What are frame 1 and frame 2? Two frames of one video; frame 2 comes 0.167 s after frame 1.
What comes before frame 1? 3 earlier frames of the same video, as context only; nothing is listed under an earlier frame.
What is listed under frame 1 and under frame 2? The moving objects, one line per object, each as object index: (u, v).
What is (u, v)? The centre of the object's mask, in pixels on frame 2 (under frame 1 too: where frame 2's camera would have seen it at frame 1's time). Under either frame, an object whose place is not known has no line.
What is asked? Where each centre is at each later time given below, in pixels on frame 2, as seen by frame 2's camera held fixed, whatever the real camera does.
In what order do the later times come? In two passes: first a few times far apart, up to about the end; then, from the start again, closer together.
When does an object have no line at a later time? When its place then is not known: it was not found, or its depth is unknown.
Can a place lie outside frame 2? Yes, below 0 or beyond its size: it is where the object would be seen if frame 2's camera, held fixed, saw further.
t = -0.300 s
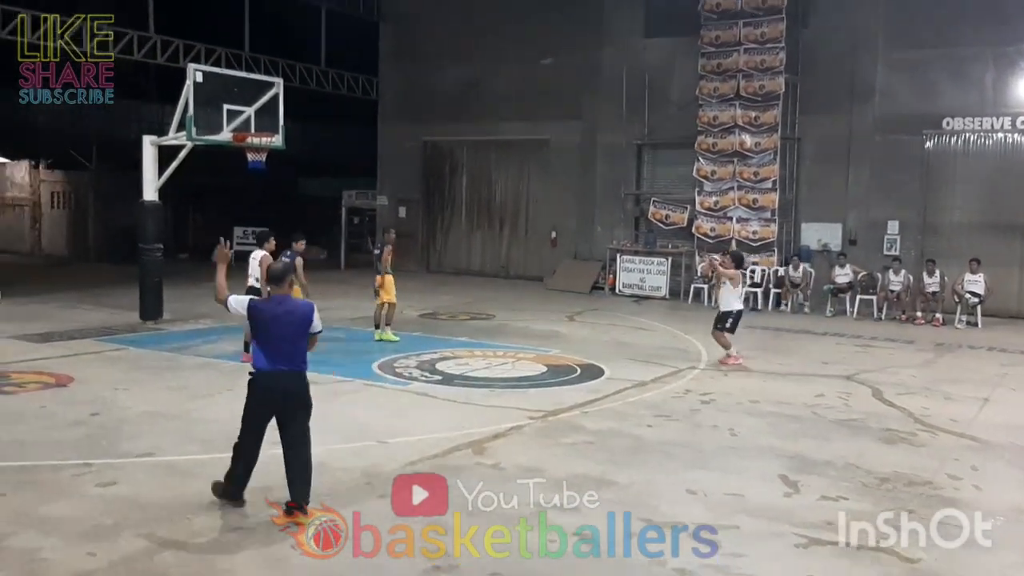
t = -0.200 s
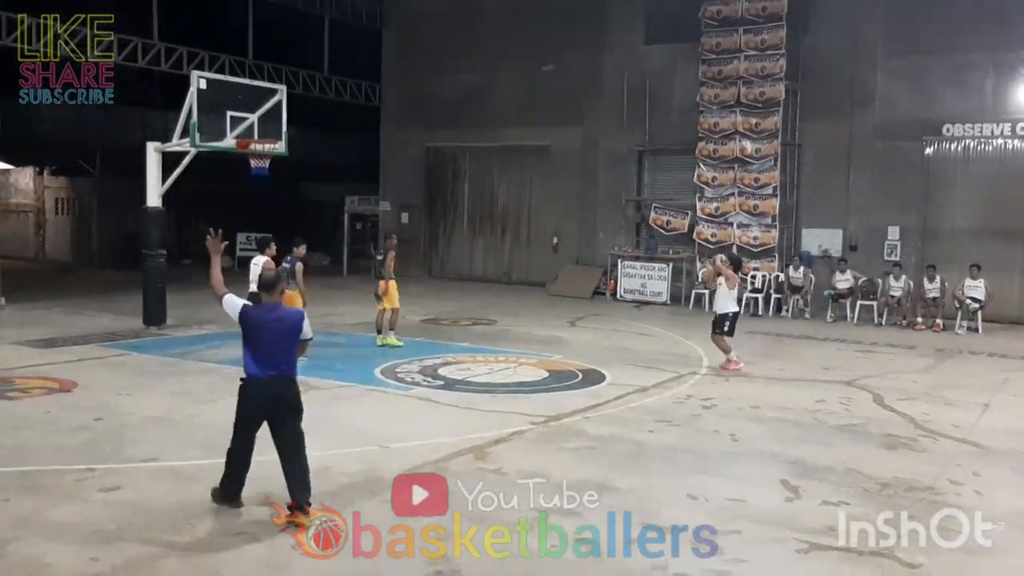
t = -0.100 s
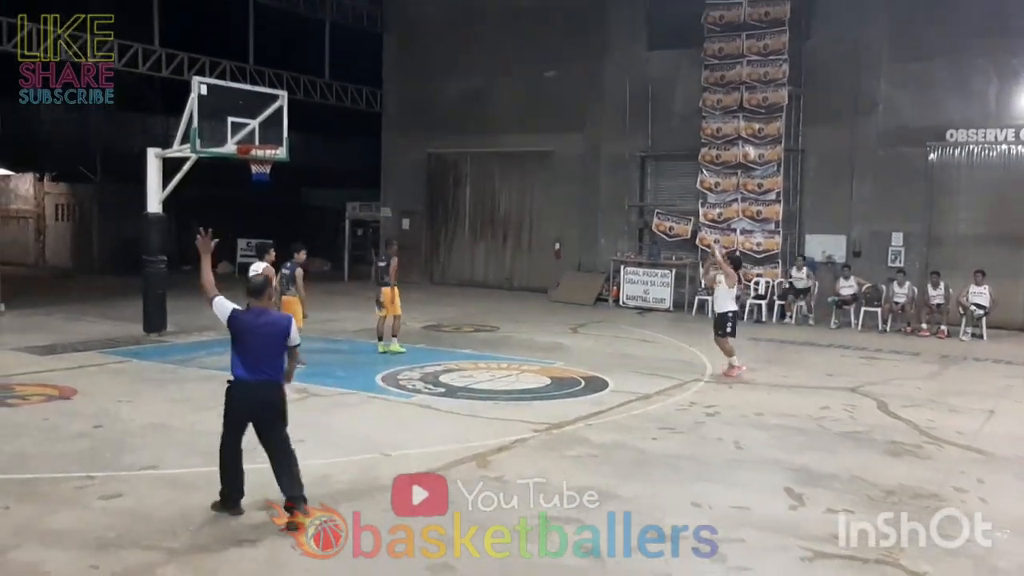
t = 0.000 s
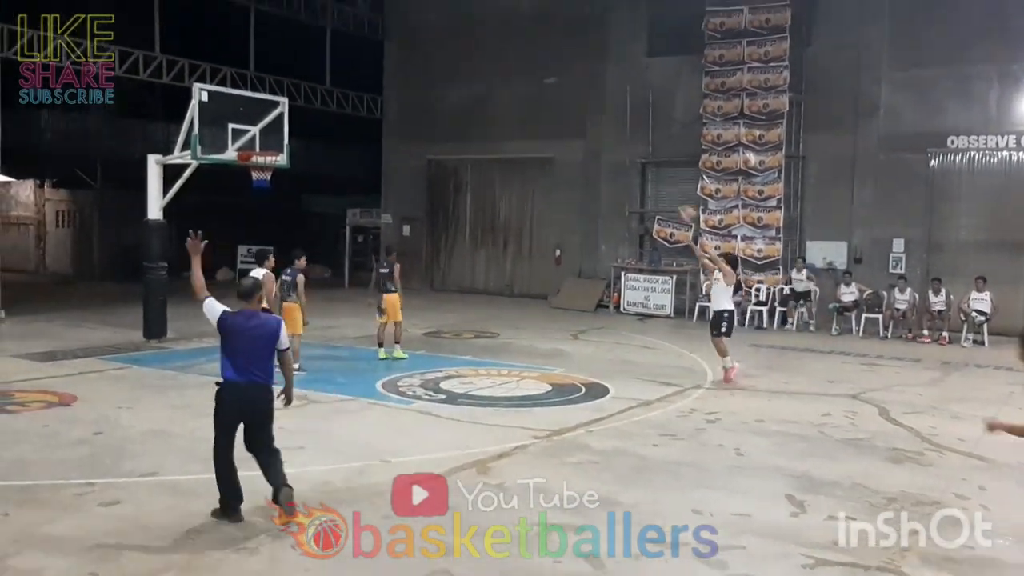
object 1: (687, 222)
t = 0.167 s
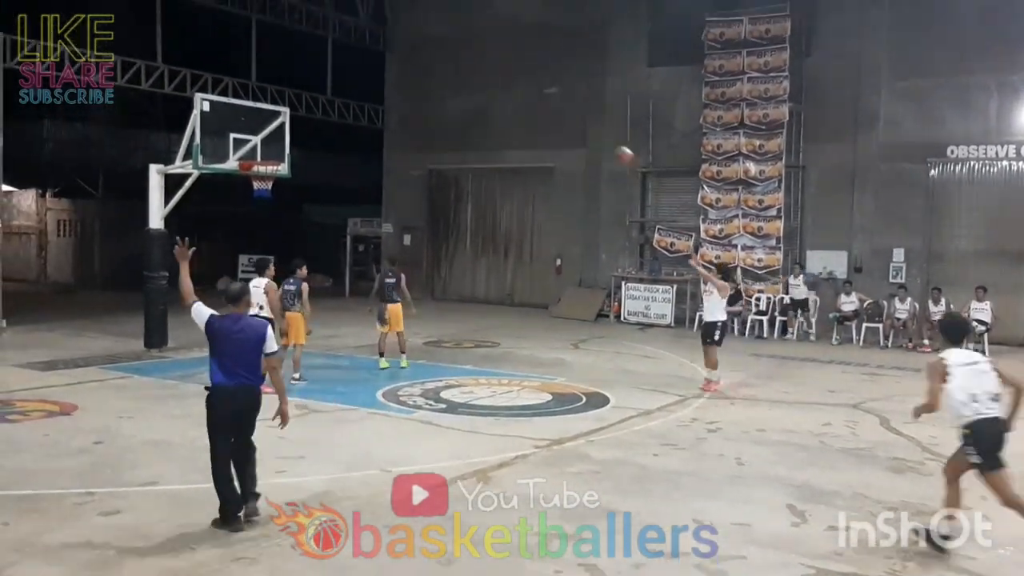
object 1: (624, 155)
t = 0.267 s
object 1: (586, 124)
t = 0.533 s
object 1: (490, 76)
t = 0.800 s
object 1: (397, 76)
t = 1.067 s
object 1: (307, 123)
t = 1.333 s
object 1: (258, 151)
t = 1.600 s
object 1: (273, 148)
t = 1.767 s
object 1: (283, 173)
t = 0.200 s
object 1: (612, 143)
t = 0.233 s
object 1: (599, 134)
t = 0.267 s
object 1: (586, 124)
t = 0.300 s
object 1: (574, 116)
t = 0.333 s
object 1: (562, 107)
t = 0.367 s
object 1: (550, 99)
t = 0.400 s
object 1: (539, 93)
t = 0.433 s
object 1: (527, 87)
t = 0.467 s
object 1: (516, 83)
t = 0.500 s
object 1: (503, 80)
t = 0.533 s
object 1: (490, 76)
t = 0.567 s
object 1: (479, 74)
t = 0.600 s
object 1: (467, 72)
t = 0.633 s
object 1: (455, 70)
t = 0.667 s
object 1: (443, 70)
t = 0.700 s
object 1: (432, 70)
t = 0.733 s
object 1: (420, 72)
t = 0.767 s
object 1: (409, 74)
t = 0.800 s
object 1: (397, 76)
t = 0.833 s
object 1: (385, 79)
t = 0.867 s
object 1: (374, 83)
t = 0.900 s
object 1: (363, 88)
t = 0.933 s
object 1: (351, 94)
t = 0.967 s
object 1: (340, 100)
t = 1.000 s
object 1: (330, 107)
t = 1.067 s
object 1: (307, 123)
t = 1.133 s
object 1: (286, 141)
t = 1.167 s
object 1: (275, 152)
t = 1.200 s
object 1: (265, 156)
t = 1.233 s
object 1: (258, 158)
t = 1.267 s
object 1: (254, 156)
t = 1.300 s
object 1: (256, 153)
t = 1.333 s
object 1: (258, 151)
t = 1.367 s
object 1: (260, 148)
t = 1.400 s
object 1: (261, 146)
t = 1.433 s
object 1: (264, 144)
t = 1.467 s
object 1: (266, 144)
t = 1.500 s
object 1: (267, 143)
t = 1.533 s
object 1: (269, 144)
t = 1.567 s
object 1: (270, 146)
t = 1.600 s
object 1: (273, 148)
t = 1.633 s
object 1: (274, 152)
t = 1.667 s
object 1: (276, 154)
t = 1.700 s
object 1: (279, 161)
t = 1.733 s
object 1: (280, 165)
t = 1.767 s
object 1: (283, 173)
